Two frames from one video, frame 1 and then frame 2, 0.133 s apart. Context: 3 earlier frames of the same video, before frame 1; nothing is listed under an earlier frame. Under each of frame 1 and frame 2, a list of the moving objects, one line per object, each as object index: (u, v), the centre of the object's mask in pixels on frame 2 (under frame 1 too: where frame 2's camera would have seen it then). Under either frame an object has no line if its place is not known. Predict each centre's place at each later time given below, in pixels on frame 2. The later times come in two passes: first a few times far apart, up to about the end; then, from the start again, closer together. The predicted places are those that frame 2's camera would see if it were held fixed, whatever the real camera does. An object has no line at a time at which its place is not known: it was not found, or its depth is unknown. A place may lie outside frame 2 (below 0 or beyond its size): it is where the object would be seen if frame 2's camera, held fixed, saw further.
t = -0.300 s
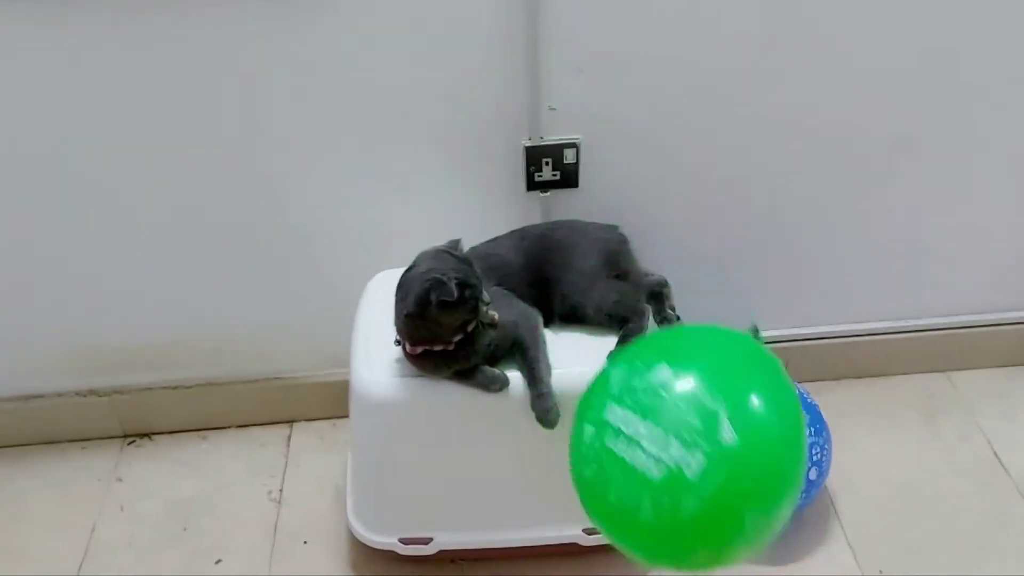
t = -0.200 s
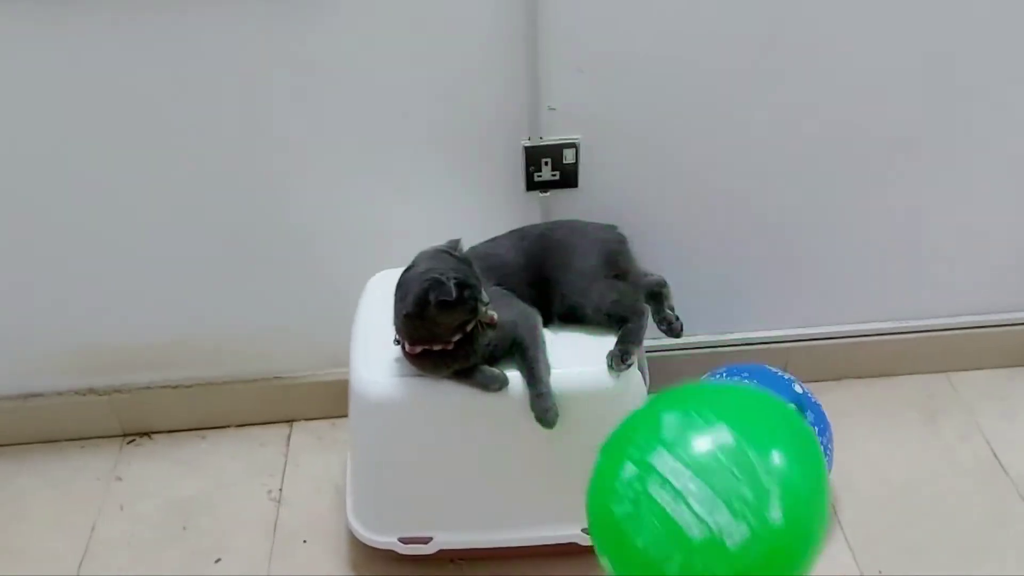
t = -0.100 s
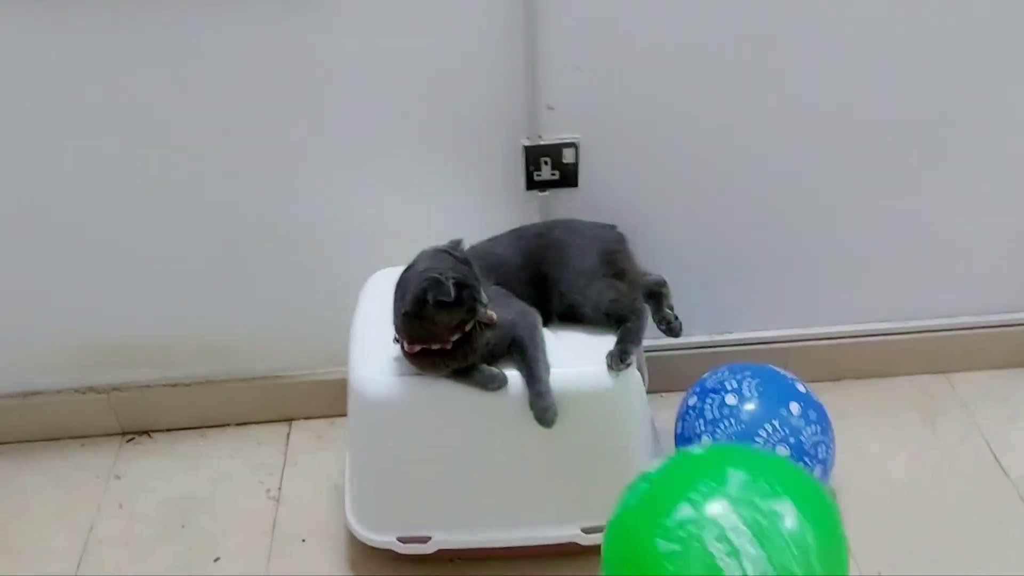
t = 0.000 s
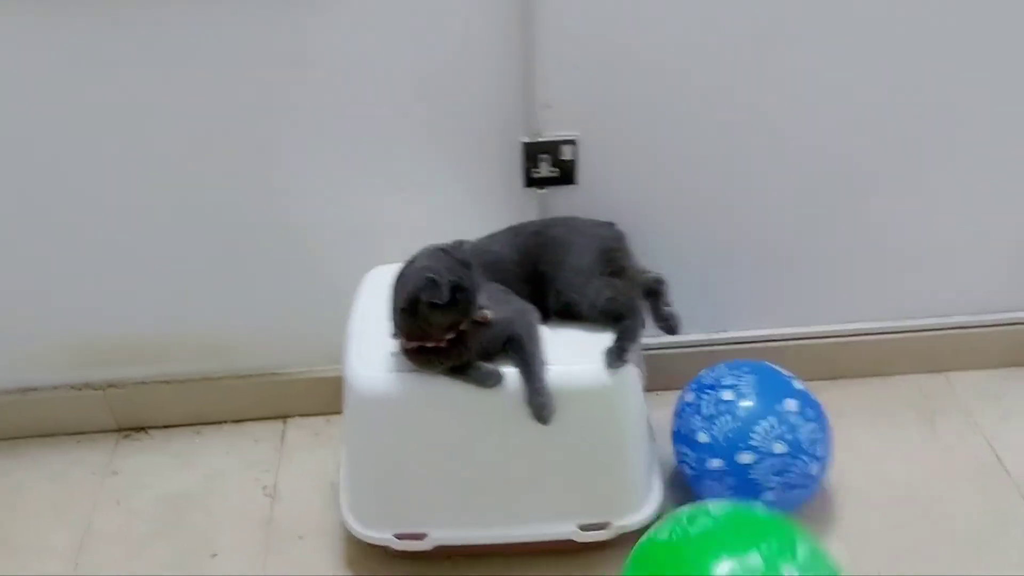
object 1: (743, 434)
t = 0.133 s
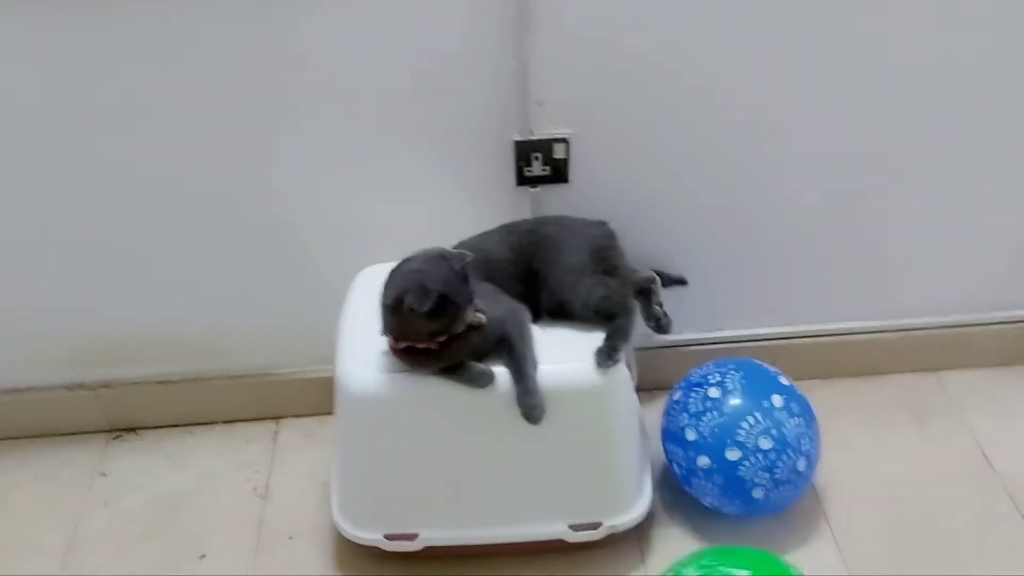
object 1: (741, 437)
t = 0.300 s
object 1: (738, 435)
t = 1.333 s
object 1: (734, 437)
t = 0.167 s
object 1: (740, 437)
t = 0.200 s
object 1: (740, 437)
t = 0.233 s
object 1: (739, 437)
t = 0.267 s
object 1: (739, 436)
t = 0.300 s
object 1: (738, 435)
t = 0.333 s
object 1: (738, 435)
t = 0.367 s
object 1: (738, 435)
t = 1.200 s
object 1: (730, 435)
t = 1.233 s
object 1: (729, 437)
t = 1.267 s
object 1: (728, 437)
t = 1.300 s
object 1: (730, 438)
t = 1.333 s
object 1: (734, 437)
